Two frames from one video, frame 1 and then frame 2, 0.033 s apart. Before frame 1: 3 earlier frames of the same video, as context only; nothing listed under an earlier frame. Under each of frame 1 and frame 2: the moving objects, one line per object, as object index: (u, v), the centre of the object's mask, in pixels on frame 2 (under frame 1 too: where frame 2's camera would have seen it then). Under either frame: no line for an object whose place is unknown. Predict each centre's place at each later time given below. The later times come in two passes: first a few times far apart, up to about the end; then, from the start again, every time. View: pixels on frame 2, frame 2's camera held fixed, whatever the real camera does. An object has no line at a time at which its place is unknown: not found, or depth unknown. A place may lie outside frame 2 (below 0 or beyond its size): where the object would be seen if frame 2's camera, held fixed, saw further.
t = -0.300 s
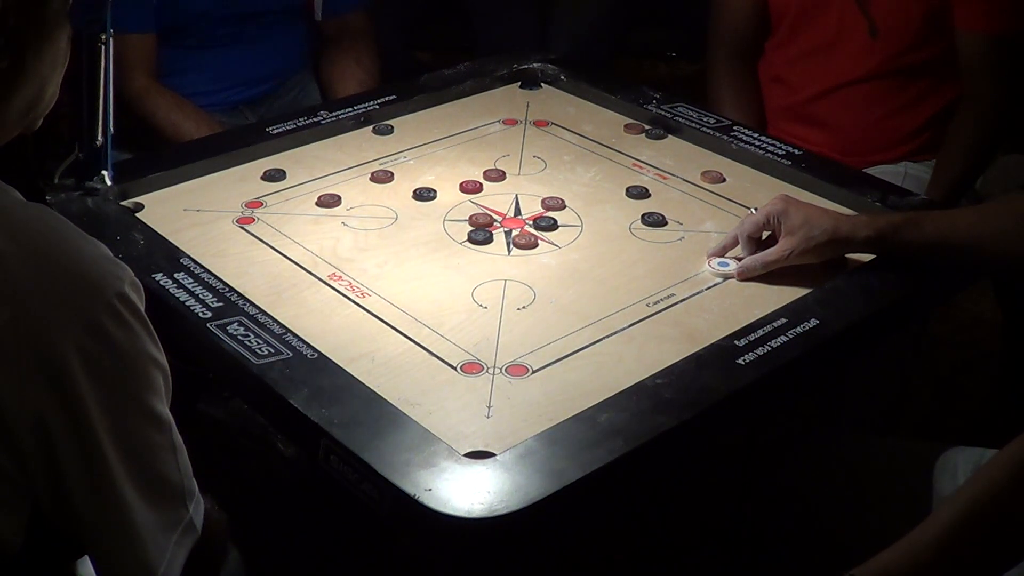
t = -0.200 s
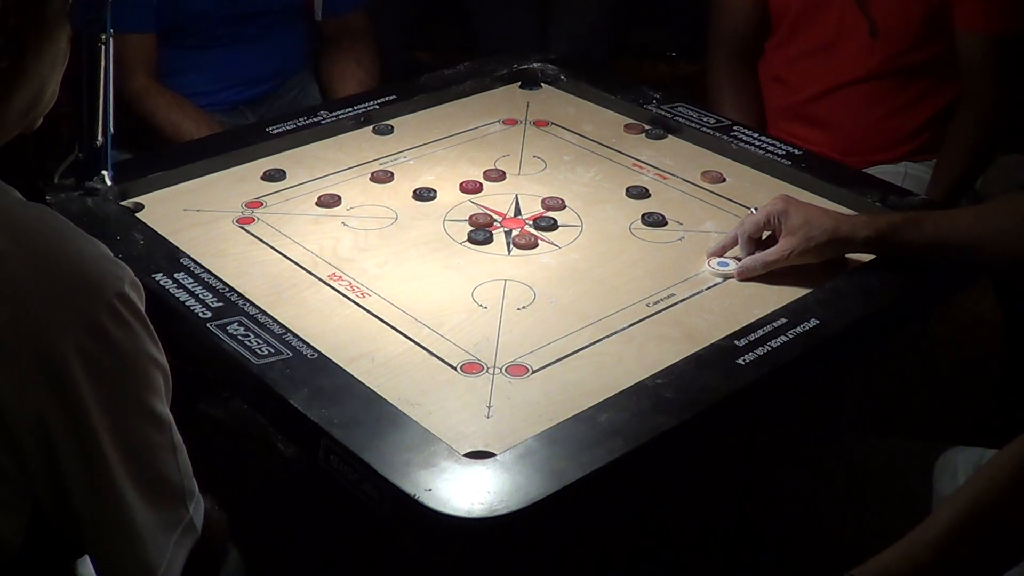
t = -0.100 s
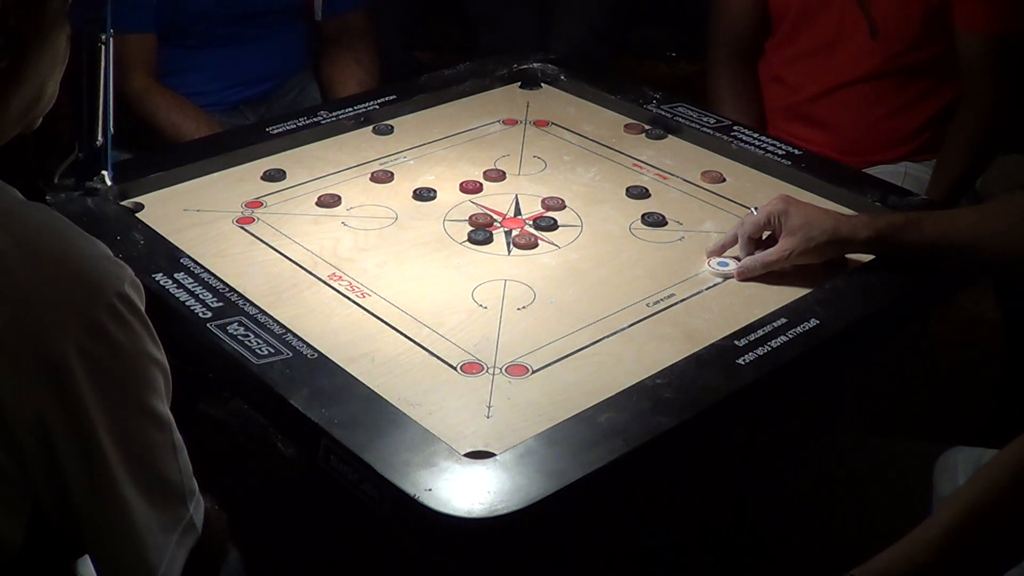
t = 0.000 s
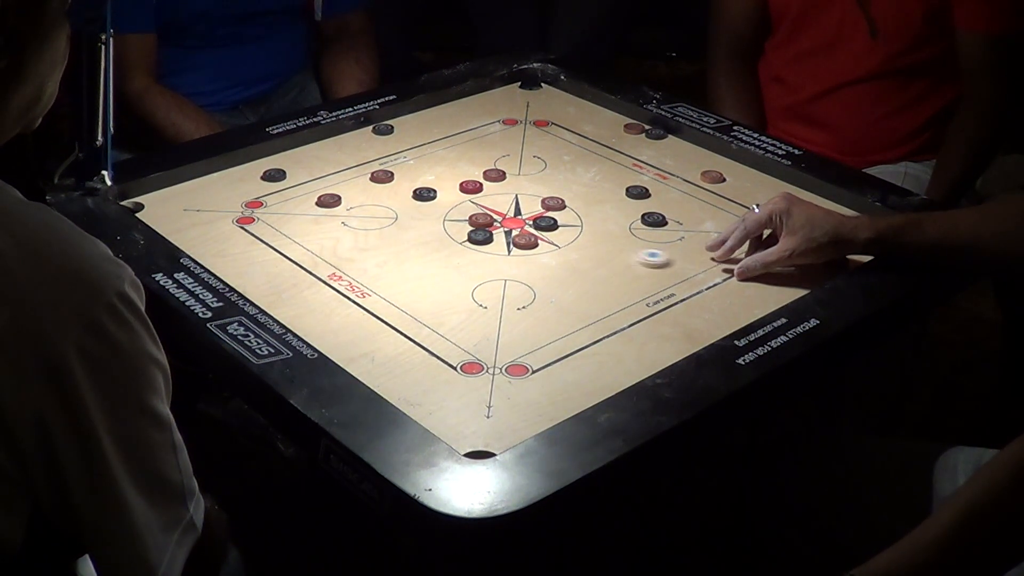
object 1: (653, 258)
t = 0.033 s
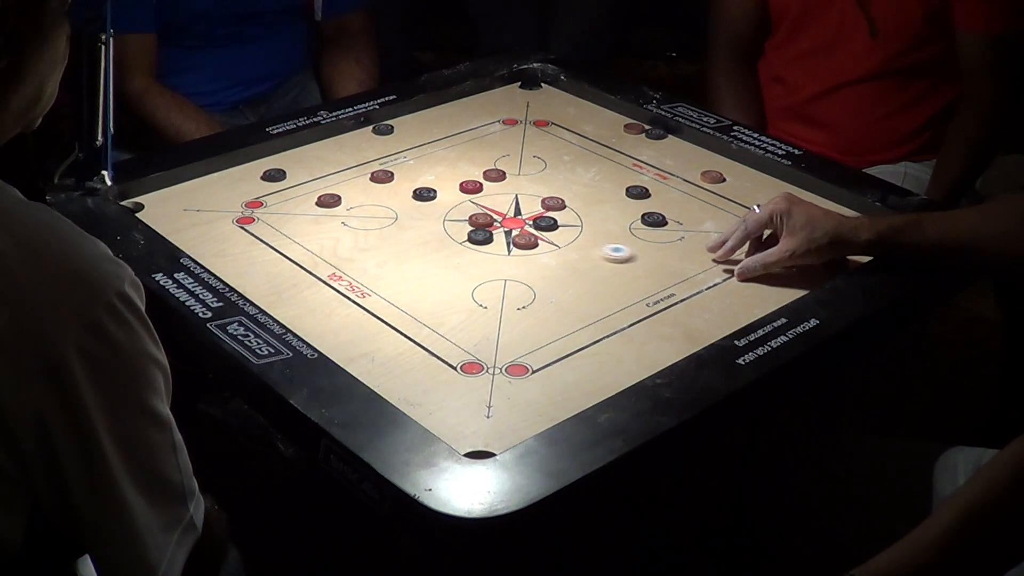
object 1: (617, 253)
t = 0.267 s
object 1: (507, 235)
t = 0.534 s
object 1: (495, 232)
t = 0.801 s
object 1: (495, 232)
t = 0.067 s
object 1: (582, 248)
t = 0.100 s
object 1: (551, 244)
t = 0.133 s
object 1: (535, 241)
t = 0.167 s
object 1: (526, 239)
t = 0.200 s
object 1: (519, 237)
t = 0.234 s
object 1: (513, 236)
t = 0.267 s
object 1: (507, 235)
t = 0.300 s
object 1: (503, 234)
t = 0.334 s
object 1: (500, 234)
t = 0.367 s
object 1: (497, 233)
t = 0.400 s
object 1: (496, 233)
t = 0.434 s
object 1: (495, 232)
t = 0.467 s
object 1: (495, 232)
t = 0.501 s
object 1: (495, 232)
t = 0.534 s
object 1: (495, 232)
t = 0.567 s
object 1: (495, 232)
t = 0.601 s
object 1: (495, 232)
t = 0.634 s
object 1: (495, 232)
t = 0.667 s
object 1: (495, 232)
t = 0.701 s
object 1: (495, 232)
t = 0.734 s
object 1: (495, 232)
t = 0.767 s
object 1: (495, 232)
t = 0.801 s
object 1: (495, 232)
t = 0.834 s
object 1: (495, 232)
